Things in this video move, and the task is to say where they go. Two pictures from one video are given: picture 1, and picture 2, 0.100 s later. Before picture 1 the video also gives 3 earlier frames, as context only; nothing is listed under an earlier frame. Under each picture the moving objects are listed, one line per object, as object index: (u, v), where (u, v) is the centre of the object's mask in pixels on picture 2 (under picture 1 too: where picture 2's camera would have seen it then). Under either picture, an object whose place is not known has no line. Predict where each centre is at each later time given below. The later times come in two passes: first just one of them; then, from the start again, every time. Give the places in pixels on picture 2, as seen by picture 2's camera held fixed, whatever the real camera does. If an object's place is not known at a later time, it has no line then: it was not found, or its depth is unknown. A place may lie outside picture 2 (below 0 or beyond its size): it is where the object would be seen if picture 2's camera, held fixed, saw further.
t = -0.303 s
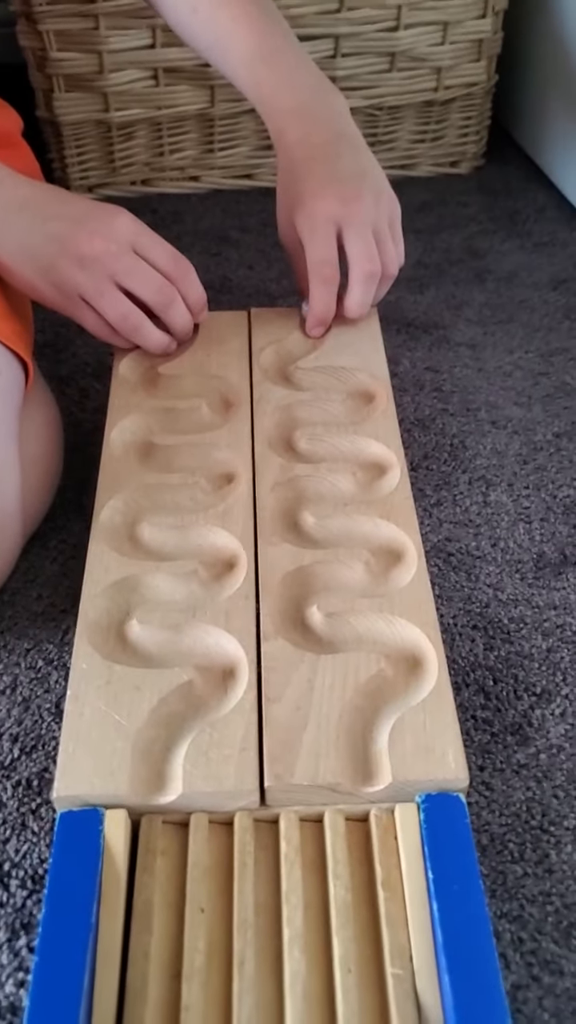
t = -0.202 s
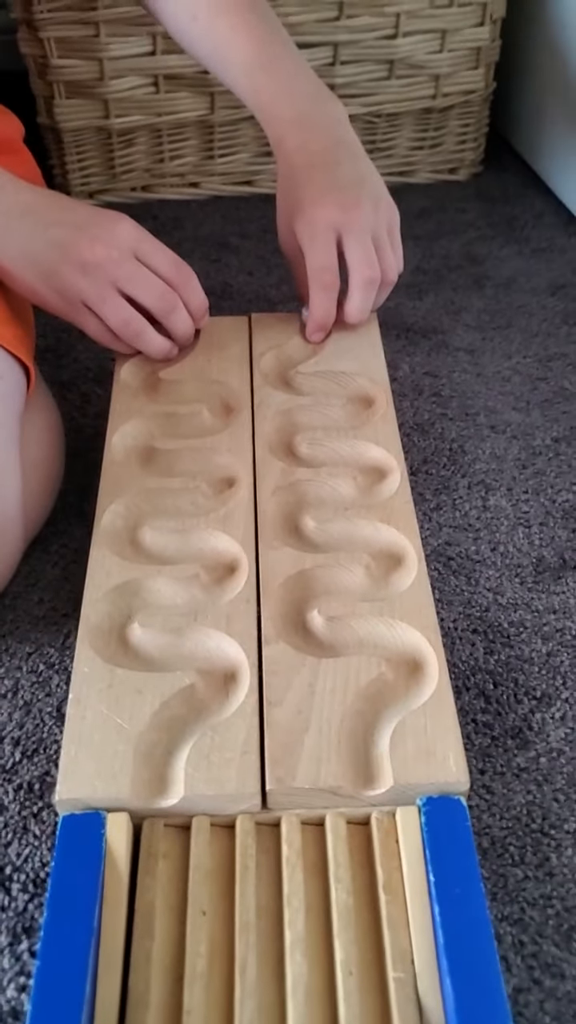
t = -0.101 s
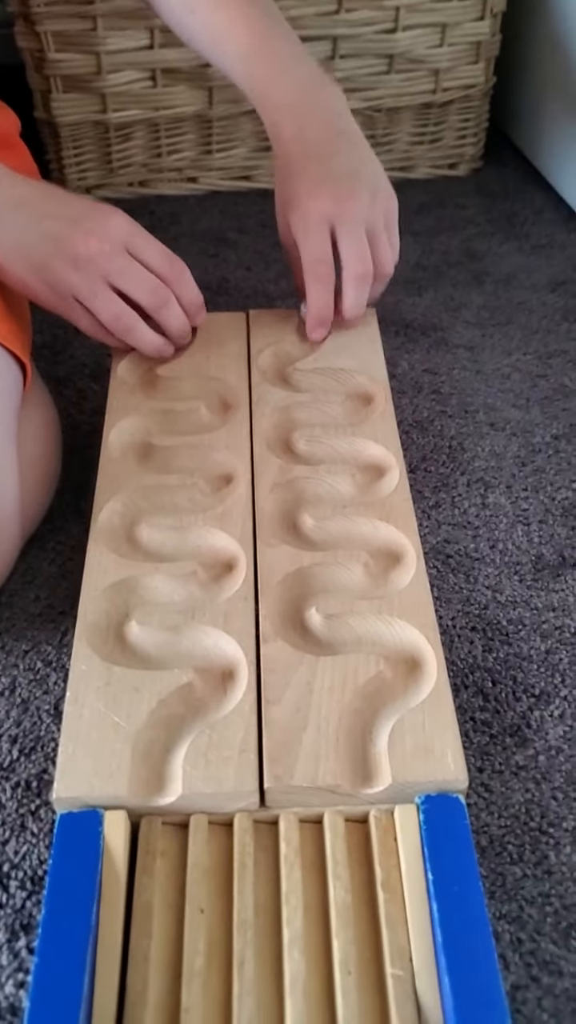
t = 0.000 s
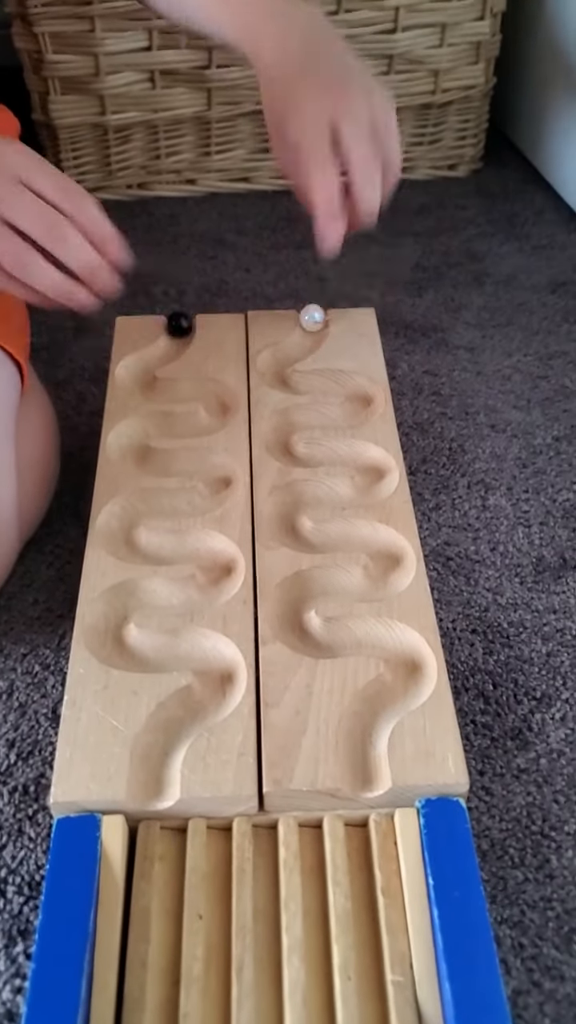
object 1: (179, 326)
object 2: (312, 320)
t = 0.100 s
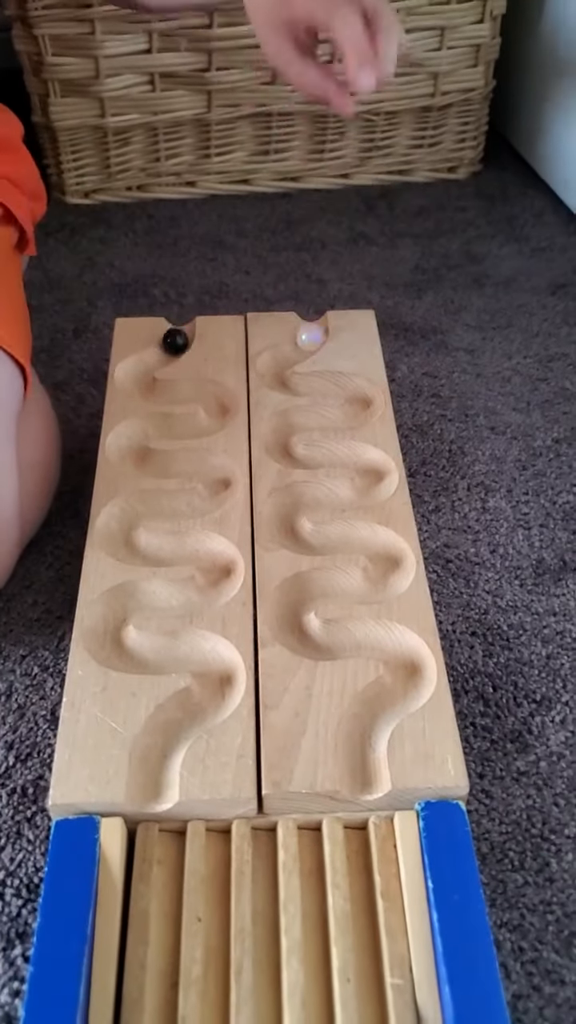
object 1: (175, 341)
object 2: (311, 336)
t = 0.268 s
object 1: (136, 386)
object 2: (285, 382)
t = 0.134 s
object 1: (170, 348)
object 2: (303, 346)
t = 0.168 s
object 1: (160, 354)
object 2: (289, 354)
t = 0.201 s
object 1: (146, 361)
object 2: (276, 361)
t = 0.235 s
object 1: (128, 377)
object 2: (276, 373)
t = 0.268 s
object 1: (136, 386)
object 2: (285, 382)
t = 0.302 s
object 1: (149, 392)
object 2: (297, 384)
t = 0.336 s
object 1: (164, 393)
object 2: (309, 383)
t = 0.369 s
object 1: (183, 393)
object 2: (323, 381)
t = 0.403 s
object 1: (199, 390)
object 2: (334, 381)
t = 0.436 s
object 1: (214, 391)
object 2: (347, 386)
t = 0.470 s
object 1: (220, 401)
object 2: (358, 390)
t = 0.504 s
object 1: (223, 410)
